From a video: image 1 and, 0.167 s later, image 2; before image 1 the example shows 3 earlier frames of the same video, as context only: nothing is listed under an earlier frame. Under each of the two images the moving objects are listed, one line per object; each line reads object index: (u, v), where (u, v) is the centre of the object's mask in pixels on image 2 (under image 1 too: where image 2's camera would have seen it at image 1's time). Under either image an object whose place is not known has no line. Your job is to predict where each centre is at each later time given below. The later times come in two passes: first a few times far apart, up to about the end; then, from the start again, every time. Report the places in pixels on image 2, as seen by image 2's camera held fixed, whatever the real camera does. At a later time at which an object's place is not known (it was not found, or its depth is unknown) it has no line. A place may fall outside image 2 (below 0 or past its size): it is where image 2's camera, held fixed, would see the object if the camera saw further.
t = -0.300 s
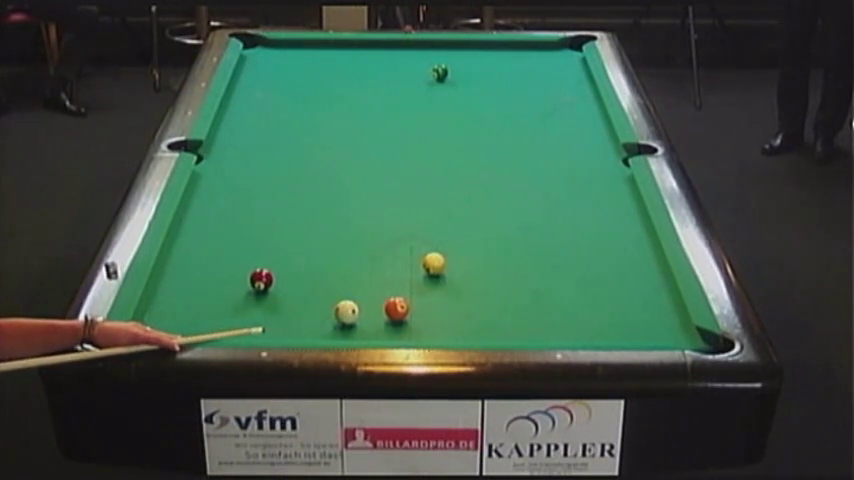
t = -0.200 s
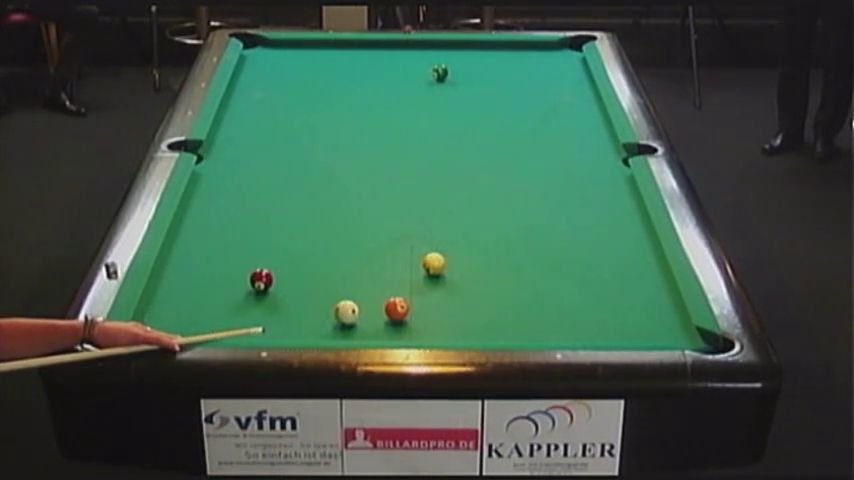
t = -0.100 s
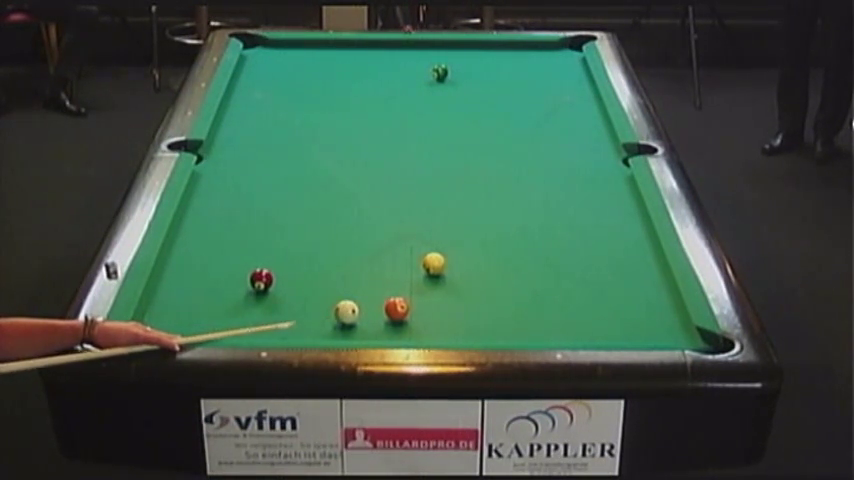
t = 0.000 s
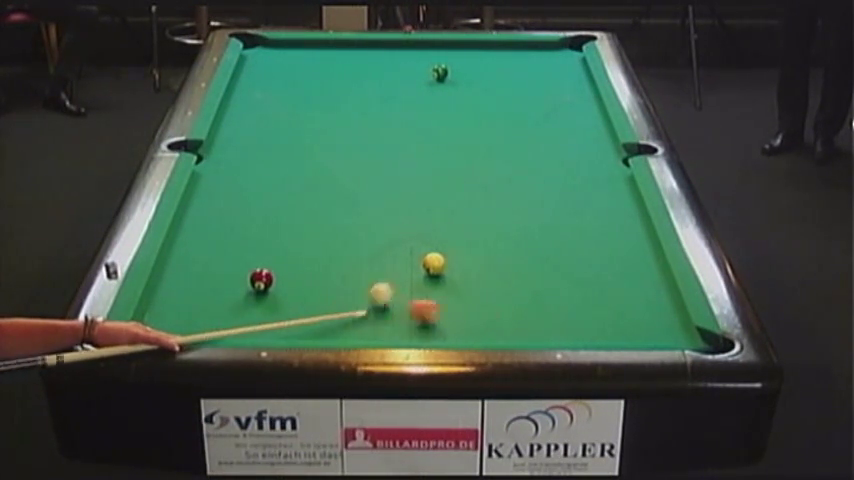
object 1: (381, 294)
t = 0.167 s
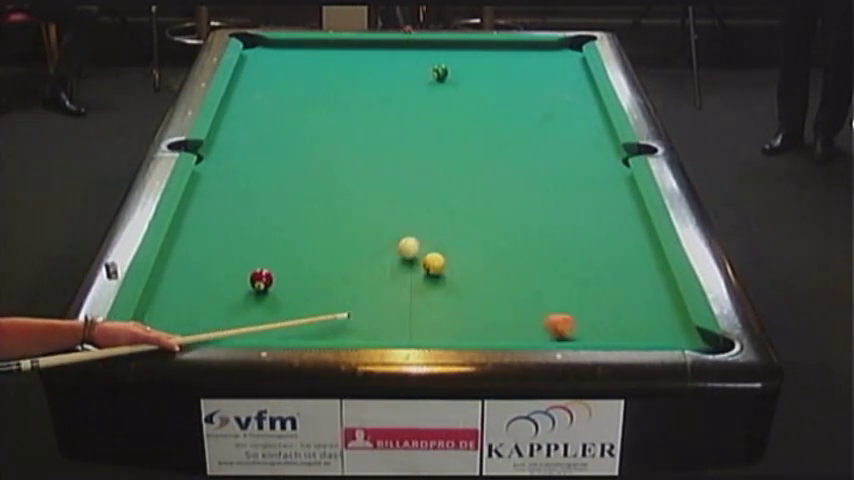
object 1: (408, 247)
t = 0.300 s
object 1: (415, 222)
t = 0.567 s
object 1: (415, 183)
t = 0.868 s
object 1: (414, 146)
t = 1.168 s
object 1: (414, 113)
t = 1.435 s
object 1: (413, 89)
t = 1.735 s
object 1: (411, 65)
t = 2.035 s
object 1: (411, 44)
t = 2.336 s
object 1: (388, 54)
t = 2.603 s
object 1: (366, 64)
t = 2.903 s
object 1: (341, 76)
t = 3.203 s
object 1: (315, 87)
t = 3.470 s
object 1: (293, 98)
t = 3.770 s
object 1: (268, 110)
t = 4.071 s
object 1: (242, 121)
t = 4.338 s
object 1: (220, 131)
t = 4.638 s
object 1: (223, 140)
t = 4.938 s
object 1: (230, 148)
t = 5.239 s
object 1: (237, 157)
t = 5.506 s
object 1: (242, 163)
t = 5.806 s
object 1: (247, 170)
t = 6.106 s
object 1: (252, 176)
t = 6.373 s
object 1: (256, 181)
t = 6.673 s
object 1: (260, 186)
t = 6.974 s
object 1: (264, 190)
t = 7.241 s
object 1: (266, 193)
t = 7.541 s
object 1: (268, 195)
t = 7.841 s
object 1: (270, 197)
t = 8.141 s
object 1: (270, 198)
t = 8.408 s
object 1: (271, 198)
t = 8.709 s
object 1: (271, 198)
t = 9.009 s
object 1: (271, 198)
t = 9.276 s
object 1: (271, 198)
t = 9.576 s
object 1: (271, 198)
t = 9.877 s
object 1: (271, 198)
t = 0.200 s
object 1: (411, 240)
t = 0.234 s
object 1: (413, 234)
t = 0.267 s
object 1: (415, 228)
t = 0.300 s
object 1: (415, 222)
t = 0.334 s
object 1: (416, 217)
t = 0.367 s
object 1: (416, 212)
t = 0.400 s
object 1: (415, 207)
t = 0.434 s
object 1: (415, 202)
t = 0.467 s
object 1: (415, 197)
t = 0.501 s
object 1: (415, 193)
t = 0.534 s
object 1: (416, 188)
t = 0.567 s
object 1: (415, 183)
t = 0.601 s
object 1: (415, 179)
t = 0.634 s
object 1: (415, 174)
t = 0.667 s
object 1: (415, 170)
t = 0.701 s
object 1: (415, 166)
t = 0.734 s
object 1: (415, 161)
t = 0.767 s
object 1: (415, 157)
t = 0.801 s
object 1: (415, 154)
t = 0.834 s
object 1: (415, 150)
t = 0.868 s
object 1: (414, 146)
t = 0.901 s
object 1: (414, 142)
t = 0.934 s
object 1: (414, 138)
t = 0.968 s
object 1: (414, 135)
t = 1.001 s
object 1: (414, 131)
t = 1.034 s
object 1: (414, 128)
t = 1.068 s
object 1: (414, 124)
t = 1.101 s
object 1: (414, 120)
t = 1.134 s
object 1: (414, 117)
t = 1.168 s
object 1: (414, 113)
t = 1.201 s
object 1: (413, 110)
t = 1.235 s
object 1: (413, 107)
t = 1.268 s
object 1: (413, 104)
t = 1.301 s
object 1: (413, 101)
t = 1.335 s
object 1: (413, 98)
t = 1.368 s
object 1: (413, 95)
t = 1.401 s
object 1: (413, 92)
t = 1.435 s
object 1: (413, 89)
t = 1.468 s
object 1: (412, 86)
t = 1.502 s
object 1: (412, 83)
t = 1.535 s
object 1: (412, 81)
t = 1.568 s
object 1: (412, 78)
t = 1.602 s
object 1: (412, 75)
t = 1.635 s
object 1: (412, 73)
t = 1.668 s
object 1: (412, 70)
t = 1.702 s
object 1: (412, 68)
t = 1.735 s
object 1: (411, 65)
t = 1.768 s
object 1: (411, 63)
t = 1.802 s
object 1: (411, 60)
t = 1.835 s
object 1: (411, 58)
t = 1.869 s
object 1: (411, 56)
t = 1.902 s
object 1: (411, 53)
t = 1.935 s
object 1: (411, 51)
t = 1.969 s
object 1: (411, 49)
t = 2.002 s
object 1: (411, 46)
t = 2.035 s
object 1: (411, 44)
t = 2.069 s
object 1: (410, 43)
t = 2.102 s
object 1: (407, 44)
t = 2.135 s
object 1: (404, 46)
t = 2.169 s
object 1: (401, 47)
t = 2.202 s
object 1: (399, 48)
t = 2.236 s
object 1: (396, 49)
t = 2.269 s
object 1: (393, 51)
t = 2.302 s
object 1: (391, 52)
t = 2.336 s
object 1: (388, 54)
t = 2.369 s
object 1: (385, 55)
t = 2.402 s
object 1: (383, 56)
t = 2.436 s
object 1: (380, 57)
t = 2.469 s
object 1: (377, 59)
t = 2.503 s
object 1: (374, 60)
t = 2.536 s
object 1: (371, 61)
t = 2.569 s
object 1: (368, 63)
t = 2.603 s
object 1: (366, 64)
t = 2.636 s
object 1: (363, 65)
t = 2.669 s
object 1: (360, 66)
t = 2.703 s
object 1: (358, 68)
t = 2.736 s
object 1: (355, 69)
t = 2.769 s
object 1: (352, 71)
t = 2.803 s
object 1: (349, 72)
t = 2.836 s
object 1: (346, 73)
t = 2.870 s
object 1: (344, 74)
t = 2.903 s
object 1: (341, 76)
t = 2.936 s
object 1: (338, 77)
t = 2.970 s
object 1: (335, 78)
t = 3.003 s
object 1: (332, 79)
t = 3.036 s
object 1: (330, 81)
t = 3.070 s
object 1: (327, 82)
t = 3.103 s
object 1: (323, 83)
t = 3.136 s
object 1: (321, 84)
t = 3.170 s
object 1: (318, 86)
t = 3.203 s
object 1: (315, 87)
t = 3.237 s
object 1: (312, 89)
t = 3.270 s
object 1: (309, 90)
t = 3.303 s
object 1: (307, 91)
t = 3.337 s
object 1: (304, 92)
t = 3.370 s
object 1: (301, 94)
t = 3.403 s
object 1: (298, 95)
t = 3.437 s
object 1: (295, 97)
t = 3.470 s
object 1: (293, 98)
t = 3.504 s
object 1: (290, 99)
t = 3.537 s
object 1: (287, 100)
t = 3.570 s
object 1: (284, 102)
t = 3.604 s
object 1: (282, 103)
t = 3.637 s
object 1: (279, 104)
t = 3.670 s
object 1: (276, 106)
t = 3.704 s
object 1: (273, 107)
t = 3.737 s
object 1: (270, 108)
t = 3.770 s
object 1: (268, 110)
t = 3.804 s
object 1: (265, 111)
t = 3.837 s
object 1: (262, 112)
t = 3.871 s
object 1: (259, 113)
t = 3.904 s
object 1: (256, 115)
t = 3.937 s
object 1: (254, 116)
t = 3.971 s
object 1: (250, 117)
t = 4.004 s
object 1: (247, 118)
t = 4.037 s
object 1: (245, 120)
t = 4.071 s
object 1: (242, 121)
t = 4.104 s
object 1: (239, 122)
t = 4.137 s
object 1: (237, 124)
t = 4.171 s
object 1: (233, 125)
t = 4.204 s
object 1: (231, 126)
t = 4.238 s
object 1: (228, 127)
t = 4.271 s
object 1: (225, 129)
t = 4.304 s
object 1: (222, 130)
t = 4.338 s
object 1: (220, 131)
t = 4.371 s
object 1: (217, 132)
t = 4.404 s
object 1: (218, 133)
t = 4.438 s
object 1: (219, 134)
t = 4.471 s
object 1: (220, 135)
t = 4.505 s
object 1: (220, 136)
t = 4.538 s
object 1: (221, 137)
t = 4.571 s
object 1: (222, 138)
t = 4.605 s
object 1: (223, 139)
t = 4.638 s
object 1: (223, 140)
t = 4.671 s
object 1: (224, 141)
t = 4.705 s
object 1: (225, 142)
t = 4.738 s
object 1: (226, 143)
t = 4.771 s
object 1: (227, 144)
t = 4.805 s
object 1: (227, 145)
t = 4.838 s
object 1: (228, 146)
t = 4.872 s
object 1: (229, 147)
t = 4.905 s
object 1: (230, 148)
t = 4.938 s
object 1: (230, 148)
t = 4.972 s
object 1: (231, 149)
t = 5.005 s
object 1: (232, 150)
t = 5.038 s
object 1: (232, 151)
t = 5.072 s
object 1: (233, 152)
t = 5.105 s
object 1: (234, 153)
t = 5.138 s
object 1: (235, 154)
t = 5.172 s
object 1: (235, 155)
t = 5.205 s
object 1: (236, 156)
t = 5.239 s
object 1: (237, 157)
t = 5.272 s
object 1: (238, 157)
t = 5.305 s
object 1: (238, 158)
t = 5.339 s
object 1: (238, 159)
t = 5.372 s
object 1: (240, 160)
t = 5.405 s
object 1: (240, 161)
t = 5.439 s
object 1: (241, 162)
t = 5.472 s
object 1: (241, 162)
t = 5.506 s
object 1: (242, 163)
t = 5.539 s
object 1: (243, 164)
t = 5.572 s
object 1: (243, 165)
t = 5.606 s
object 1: (244, 166)
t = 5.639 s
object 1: (244, 167)
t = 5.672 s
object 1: (245, 167)
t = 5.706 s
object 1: (245, 168)
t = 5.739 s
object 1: (246, 169)
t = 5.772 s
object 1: (247, 169)
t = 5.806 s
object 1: (247, 170)
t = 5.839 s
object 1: (248, 171)
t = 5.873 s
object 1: (248, 171)
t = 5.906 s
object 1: (249, 172)
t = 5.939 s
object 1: (249, 173)
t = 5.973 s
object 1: (250, 174)
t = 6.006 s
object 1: (251, 175)
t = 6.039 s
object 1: (251, 175)
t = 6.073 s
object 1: (252, 176)
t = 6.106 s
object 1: (252, 176)
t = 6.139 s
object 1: (253, 177)
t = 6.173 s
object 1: (253, 178)
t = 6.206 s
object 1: (254, 178)
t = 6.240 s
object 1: (254, 179)
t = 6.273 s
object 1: (255, 179)
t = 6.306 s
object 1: (255, 180)
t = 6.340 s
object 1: (256, 181)
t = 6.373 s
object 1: (256, 181)
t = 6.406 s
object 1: (256, 182)
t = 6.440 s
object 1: (257, 182)
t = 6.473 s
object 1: (258, 183)
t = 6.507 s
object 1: (258, 183)
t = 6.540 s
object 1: (258, 184)
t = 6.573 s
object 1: (259, 185)
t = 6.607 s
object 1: (259, 185)
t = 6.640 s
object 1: (260, 185)
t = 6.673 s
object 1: (260, 186)
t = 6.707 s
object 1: (260, 186)
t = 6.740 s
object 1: (261, 187)
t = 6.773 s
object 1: (261, 188)
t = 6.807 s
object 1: (262, 188)
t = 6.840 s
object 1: (262, 188)
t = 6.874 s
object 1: (263, 189)
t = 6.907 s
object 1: (263, 189)
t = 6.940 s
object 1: (263, 189)
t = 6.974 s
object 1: (264, 190)
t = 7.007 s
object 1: (264, 190)
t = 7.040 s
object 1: (265, 190)
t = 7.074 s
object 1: (265, 191)
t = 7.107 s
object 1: (265, 191)
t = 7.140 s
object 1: (265, 192)
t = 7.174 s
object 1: (266, 192)
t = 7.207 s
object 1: (266, 193)
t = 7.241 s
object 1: (266, 193)
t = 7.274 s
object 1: (267, 193)
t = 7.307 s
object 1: (267, 193)
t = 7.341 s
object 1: (267, 194)
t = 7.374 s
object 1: (267, 194)
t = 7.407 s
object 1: (267, 194)
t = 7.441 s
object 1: (268, 194)
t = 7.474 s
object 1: (268, 195)
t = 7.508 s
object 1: (268, 195)
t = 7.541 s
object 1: (268, 195)
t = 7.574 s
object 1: (269, 195)
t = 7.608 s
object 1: (269, 195)
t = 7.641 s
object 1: (269, 196)
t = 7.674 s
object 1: (269, 196)
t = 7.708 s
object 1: (269, 196)
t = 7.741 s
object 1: (270, 196)
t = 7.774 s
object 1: (270, 196)
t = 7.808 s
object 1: (270, 197)
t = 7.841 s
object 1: (270, 197)
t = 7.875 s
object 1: (270, 197)
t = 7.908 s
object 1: (270, 197)
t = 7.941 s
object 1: (270, 197)
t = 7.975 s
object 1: (270, 197)
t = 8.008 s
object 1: (270, 197)
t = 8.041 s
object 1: (270, 197)
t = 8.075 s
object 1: (270, 197)
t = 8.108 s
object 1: (270, 198)
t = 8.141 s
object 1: (270, 198)
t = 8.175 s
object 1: (270, 198)
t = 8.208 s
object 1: (270, 198)
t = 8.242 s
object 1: (270, 198)
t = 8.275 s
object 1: (270, 198)
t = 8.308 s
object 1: (270, 198)
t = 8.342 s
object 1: (271, 198)
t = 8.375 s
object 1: (271, 198)
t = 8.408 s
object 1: (271, 198)
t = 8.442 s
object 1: (271, 198)
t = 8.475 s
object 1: (271, 198)
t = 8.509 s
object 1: (271, 198)
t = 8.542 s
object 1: (271, 198)
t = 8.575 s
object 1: (271, 198)
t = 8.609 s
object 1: (271, 198)
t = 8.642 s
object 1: (271, 198)
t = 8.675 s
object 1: (271, 198)
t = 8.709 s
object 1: (271, 198)
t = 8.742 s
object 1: (271, 198)
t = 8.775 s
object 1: (271, 198)
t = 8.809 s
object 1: (271, 198)
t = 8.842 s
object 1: (271, 198)
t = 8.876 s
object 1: (271, 198)
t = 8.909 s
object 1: (271, 198)
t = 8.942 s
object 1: (271, 198)
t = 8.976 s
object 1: (271, 198)
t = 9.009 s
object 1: (271, 198)
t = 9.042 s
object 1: (271, 198)
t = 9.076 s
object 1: (271, 198)
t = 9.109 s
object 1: (271, 198)
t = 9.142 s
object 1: (271, 198)
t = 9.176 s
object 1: (271, 198)
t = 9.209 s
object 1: (271, 198)
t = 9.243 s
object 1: (271, 198)
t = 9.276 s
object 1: (271, 198)
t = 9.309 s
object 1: (271, 198)
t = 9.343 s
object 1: (271, 198)
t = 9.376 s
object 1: (271, 198)
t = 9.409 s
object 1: (271, 198)
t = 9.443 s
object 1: (271, 198)
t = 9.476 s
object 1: (271, 198)
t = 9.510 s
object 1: (271, 198)
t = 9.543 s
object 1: (271, 198)
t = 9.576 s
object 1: (271, 198)
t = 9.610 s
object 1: (271, 198)
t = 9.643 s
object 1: (271, 198)
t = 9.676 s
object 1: (271, 198)
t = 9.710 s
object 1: (271, 198)
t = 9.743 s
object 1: (271, 198)
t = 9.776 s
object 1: (271, 198)
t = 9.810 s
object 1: (271, 198)
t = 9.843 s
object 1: (271, 198)
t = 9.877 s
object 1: (271, 198)
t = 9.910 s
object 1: (271, 198)
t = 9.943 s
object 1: (271, 198)
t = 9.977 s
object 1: (271, 198)
